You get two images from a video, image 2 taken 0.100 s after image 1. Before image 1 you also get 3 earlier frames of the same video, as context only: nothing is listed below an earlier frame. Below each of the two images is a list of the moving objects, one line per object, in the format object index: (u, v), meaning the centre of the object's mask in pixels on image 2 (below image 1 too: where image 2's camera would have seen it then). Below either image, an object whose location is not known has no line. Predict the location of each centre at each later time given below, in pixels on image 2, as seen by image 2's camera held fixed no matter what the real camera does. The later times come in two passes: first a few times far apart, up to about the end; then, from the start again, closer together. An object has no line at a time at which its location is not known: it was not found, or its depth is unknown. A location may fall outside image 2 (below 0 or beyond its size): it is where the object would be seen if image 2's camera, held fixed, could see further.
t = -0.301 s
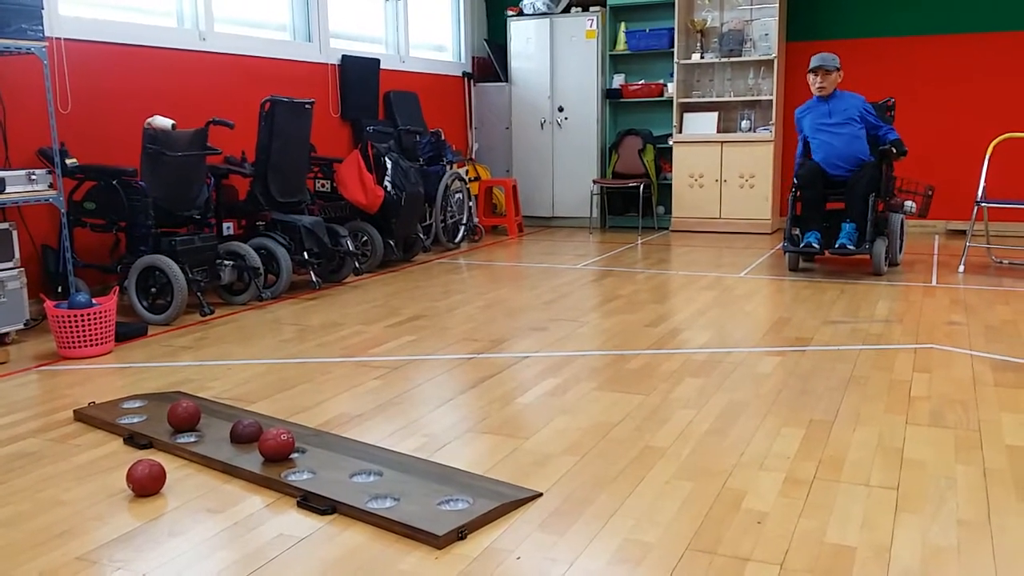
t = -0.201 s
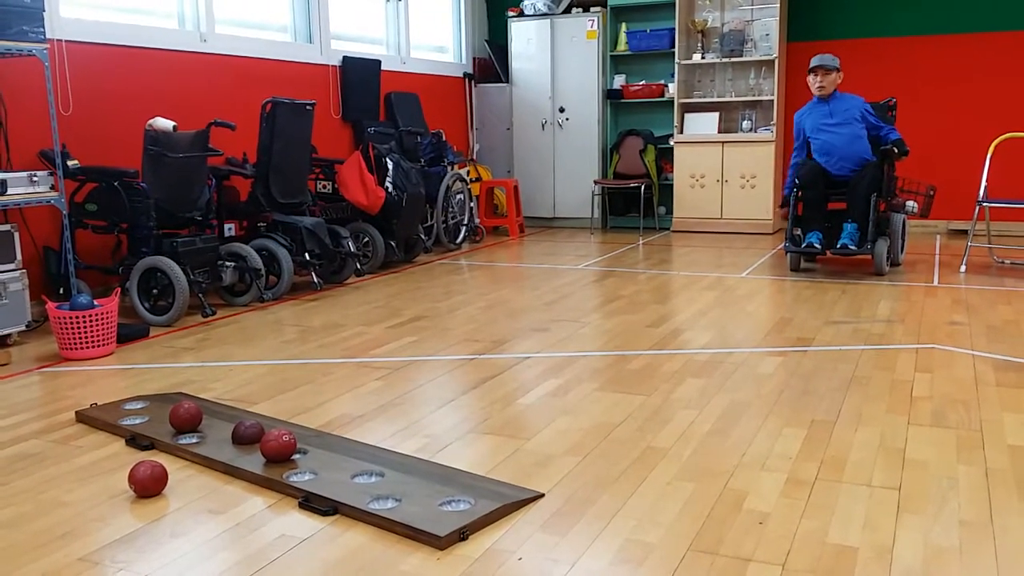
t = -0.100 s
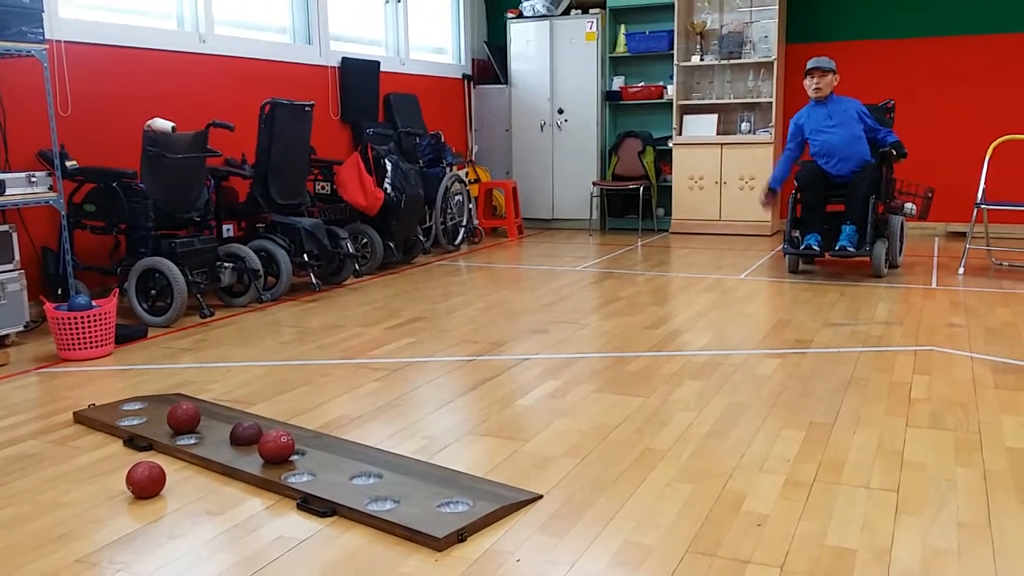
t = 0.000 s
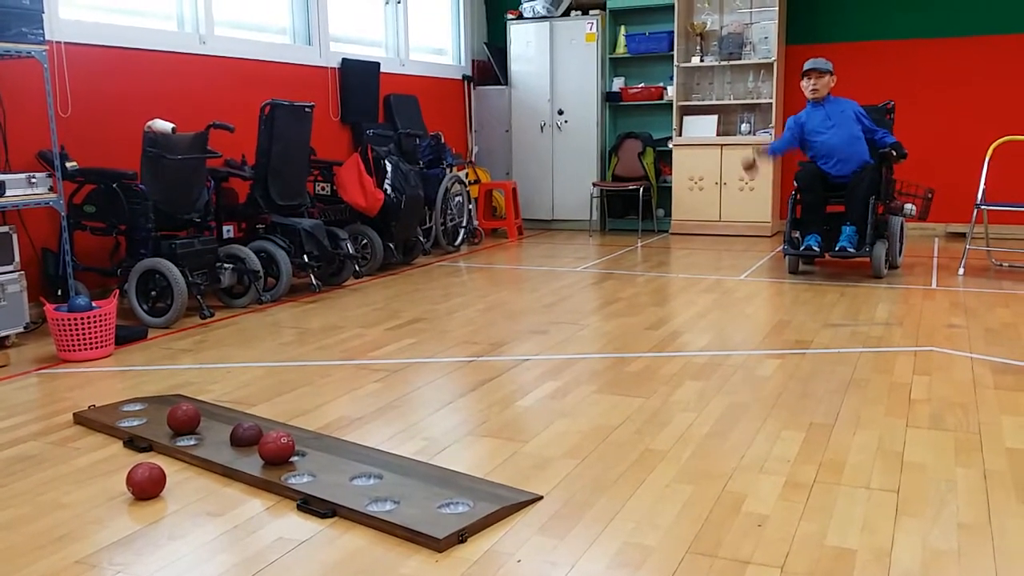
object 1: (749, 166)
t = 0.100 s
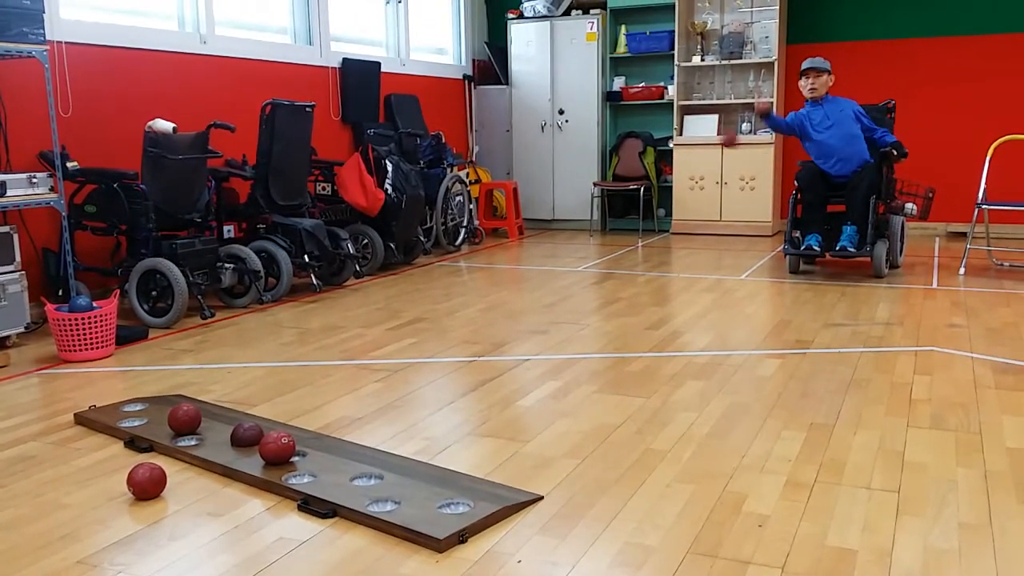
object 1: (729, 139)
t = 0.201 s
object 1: (704, 131)
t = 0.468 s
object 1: (613, 223)
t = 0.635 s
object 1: (541, 366)
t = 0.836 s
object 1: (486, 401)
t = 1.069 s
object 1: (424, 428)
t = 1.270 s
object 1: (383, 442)
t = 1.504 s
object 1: (362, 447)
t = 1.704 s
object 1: (366, 447)
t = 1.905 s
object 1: (372, 445)
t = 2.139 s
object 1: (375, 444)
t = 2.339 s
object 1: (375, 444)
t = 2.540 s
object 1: (375, 445)
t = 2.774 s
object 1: (375, 444)
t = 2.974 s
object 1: (375, 444)
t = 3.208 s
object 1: (375, 444)
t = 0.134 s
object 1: (721, 134)
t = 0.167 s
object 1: (714, 131)
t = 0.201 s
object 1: (704, 131)
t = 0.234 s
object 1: (695, 132)
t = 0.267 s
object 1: (685, 135)
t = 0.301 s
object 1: (675, 142)
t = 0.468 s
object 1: (613, 223)
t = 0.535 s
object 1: (582, 296)
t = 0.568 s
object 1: (566, 333)
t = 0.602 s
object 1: (549, 371)
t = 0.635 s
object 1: (541, 366)
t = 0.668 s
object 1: (532, 363)
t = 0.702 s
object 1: (524, 364)
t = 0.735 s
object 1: (515, 369)
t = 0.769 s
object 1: (506, 375)
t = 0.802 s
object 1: (496, 386)
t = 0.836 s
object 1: (486, 401)
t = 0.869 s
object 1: (477, 402)
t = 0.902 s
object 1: (468, 406)
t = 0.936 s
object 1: (459, 412)
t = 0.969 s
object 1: (450, 416)
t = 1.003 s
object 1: (441, 419)
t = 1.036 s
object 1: (433, 424)
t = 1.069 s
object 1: (424, 428)
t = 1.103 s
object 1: (416, 431)
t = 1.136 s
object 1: (408, 435)
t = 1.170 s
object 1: (400, 440)
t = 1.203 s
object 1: (394, 439)
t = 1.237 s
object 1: (388, 440)
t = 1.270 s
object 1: (383, 442)
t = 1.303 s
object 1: (378, 443)
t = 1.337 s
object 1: (374, 444)
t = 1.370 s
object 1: (370, 445)
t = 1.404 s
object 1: (367, 446)
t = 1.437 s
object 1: (365, 447)
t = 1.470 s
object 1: (363, 447)
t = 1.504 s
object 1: (362, 447)
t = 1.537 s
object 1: (363, 447)
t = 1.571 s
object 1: (363, 447)
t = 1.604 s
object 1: (363, 447)
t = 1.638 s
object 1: (364, 447)
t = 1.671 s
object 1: (365, 447)
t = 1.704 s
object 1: (366, 447)
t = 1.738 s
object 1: (367, 446)
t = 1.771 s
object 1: (368, 446)
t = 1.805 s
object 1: (369, 446)
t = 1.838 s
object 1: (370, 446)
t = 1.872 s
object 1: (371, 446)
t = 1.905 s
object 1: (372, 445)
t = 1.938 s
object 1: (372, 445)
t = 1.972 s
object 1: (373, 445)
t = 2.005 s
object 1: (374, 445)
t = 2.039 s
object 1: (374, 445)
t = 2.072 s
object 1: (375, 444)
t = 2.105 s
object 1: (375, 444)
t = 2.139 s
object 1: (375, 444)
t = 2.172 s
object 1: (375, 444)
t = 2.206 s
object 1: (375, 444)
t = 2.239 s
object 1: (375, 444)
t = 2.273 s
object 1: (375, 444)
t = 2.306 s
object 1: (375, 444)
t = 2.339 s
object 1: (375, 444)
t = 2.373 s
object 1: (375, 444)
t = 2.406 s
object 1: (375, 444)
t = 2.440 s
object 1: (375, 444)
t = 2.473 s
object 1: (375, 444)
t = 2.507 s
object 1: (375, 444)
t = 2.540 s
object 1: (375, 445)
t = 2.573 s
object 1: (375, 444)
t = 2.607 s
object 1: (375, 444)
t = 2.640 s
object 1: (375, 444)
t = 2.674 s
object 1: (375, 445)
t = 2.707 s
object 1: (375, 444)
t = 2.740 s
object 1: (375, 444)
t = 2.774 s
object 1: (375, 444)
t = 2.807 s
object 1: (375, 444)
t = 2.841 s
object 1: (375, 444)
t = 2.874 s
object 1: (375, 444)
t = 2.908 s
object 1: (375, 444)
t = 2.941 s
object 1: (375, 444)
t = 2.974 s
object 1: (375, 444)
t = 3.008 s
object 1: (375, 444)
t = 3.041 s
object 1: (374, 444)
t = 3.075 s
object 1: (375, 444)
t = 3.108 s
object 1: (374, 444)
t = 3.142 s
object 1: (374, 444)
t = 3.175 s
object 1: (375, 444)
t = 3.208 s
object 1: (375, 444)
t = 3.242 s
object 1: (375, 444)
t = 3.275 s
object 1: (375, 444)
